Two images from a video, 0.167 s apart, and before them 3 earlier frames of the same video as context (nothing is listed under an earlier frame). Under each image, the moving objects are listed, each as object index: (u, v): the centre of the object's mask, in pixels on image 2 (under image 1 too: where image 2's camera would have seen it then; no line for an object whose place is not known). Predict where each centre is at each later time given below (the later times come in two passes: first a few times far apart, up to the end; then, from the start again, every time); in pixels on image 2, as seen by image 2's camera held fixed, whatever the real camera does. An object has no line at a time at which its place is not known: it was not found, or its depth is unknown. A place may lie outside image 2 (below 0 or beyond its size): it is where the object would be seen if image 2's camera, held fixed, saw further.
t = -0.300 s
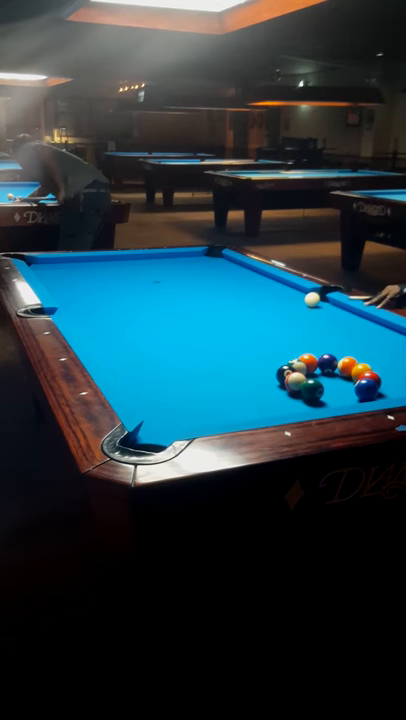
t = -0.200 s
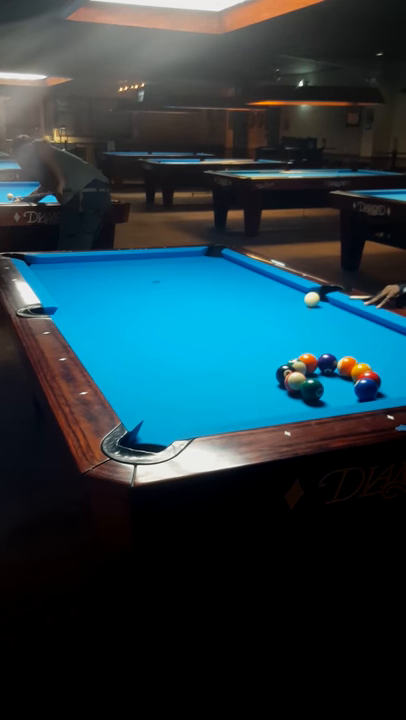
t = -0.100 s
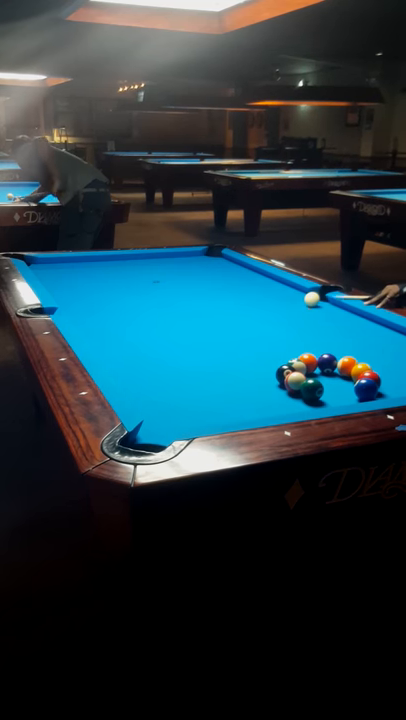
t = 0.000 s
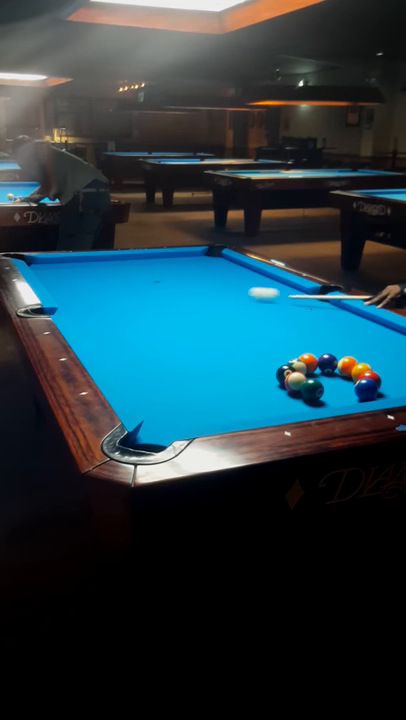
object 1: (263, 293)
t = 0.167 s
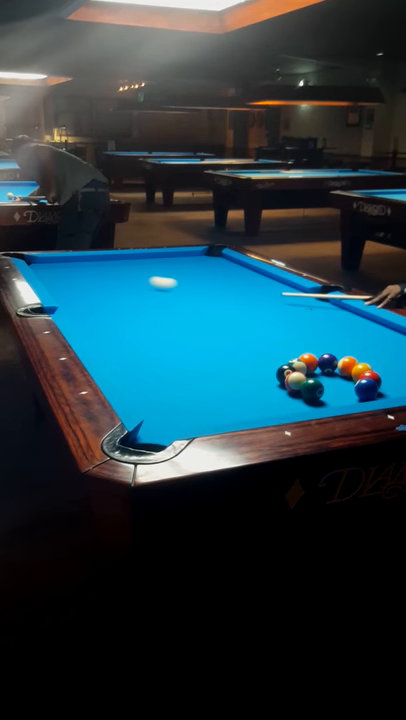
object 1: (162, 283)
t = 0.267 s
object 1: (107, 276)
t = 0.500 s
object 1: (55, 264)
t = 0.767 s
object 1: (104, 259)
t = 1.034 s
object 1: (163, 262)
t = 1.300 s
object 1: (221, 266)
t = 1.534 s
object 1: (244, 271)
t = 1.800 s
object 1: (228, 281)
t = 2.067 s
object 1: (211, 291)
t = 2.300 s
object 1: (193, 302)
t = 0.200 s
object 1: (144, 281)
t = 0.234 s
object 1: (125, 279)
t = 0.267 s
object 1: (107, 276)
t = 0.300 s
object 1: (90, 275)
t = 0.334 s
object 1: (73, 273)
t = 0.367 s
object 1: (56, 271)
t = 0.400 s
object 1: (41, 269)
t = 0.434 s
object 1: (40, 267)
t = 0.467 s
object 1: (48, 266)
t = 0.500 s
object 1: (55, 264)
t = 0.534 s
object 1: (61, 262)
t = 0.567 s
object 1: (66, 261)
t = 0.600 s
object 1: (71, 260)
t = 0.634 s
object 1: (76, 258)
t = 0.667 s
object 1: (82, 257)
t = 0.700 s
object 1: (90, 258)
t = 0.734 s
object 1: (97, 258)
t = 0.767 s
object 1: (104, 259)
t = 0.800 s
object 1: (112, 259)
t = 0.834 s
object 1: (119, 260)
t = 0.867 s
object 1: (126, 260)
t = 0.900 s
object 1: (134, 261)
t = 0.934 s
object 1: (141, 261)
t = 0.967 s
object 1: (148, 262)
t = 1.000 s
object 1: (156, 262)
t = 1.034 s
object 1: (163, 262)
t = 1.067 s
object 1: (170, 263)
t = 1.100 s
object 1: (178, 263)
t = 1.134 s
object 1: (185, 264)
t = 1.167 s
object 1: (192, 264)
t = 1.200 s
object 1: (199, 264)
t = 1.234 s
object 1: (207, 265)
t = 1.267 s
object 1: (214, 265)
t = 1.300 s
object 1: (221, 266)
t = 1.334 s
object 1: (229, 266)
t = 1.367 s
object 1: (236, 266)
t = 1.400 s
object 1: (244, 267)
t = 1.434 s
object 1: (249, 268)
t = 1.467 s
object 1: (248, 269)
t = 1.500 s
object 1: (246, 270)
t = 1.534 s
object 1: (244, 271)
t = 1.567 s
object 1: (243, 272)
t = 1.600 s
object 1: (240, 273)
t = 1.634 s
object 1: (238, 274)
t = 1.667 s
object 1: (236, 276)
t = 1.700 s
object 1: (234, 277)
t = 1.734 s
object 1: (232, 278)
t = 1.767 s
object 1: (230, 279)
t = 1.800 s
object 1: (228, 281)
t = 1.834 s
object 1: (226, 282)
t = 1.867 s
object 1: (224, 283)
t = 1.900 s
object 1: (222, 285)
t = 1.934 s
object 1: (220, 286)
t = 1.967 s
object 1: (217, 287)
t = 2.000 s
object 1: (215, 288)
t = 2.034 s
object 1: (213, 290)
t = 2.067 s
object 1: (211, 291)
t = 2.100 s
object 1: (208, 293)
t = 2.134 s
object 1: (206, 294)
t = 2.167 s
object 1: (203, 295)
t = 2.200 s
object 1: (201, 297)
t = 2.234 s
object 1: (199, 299)
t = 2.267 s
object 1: (196, 300)
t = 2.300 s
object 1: (193, 302)
